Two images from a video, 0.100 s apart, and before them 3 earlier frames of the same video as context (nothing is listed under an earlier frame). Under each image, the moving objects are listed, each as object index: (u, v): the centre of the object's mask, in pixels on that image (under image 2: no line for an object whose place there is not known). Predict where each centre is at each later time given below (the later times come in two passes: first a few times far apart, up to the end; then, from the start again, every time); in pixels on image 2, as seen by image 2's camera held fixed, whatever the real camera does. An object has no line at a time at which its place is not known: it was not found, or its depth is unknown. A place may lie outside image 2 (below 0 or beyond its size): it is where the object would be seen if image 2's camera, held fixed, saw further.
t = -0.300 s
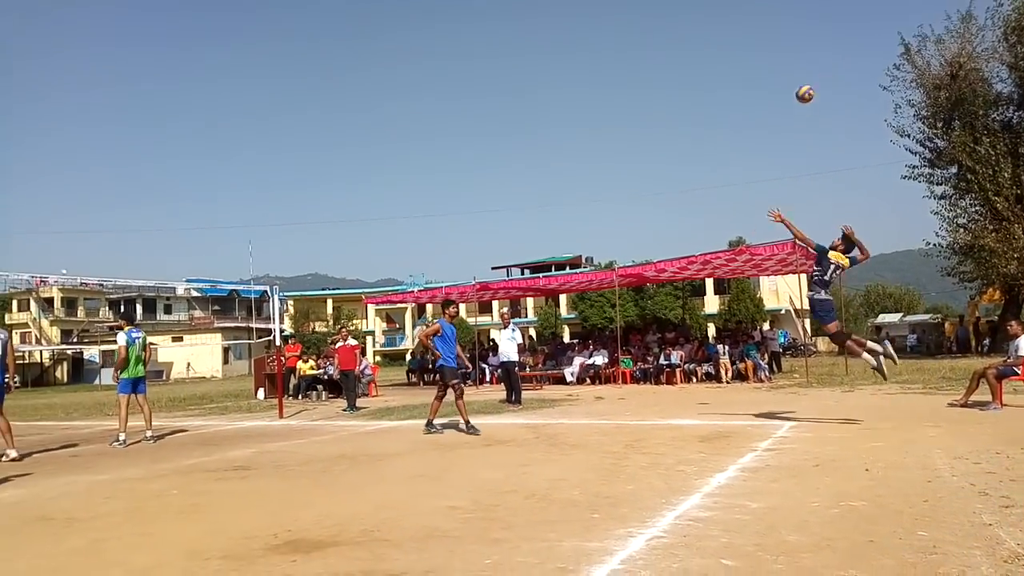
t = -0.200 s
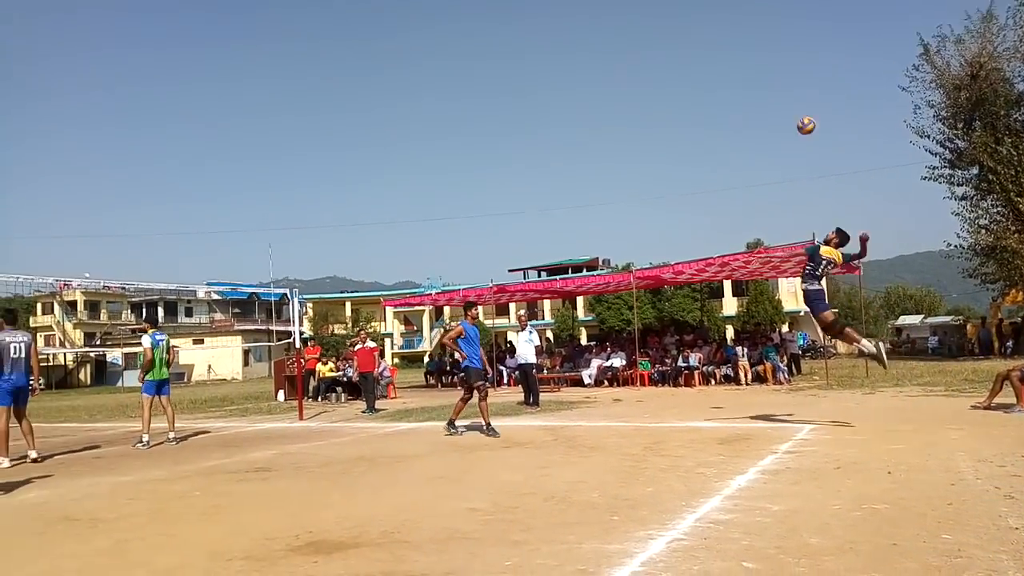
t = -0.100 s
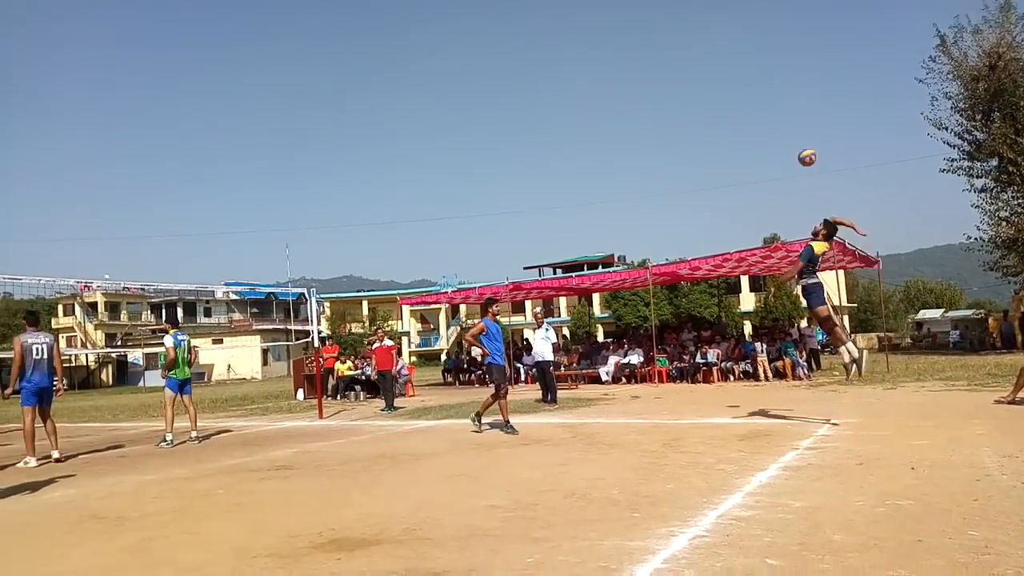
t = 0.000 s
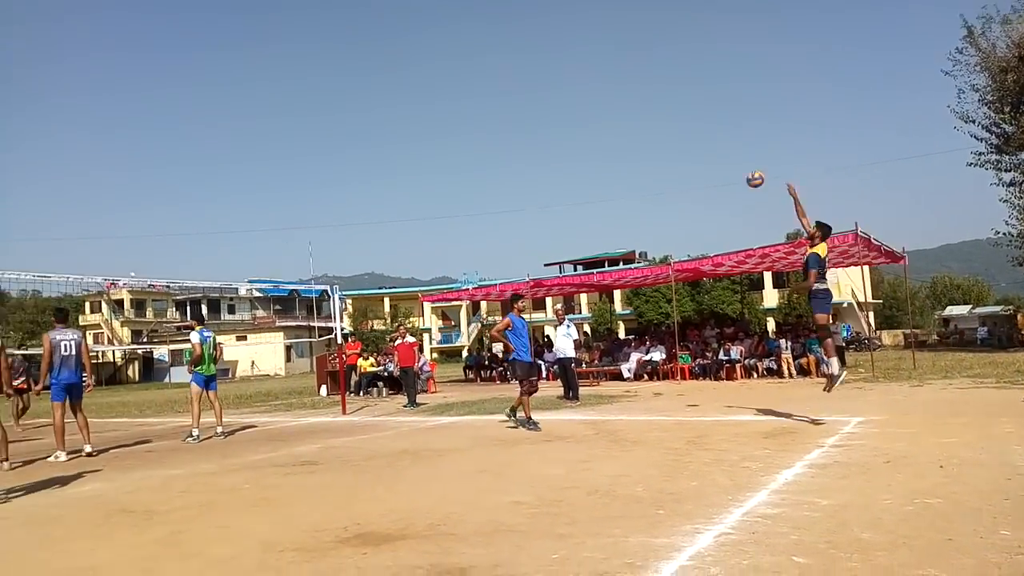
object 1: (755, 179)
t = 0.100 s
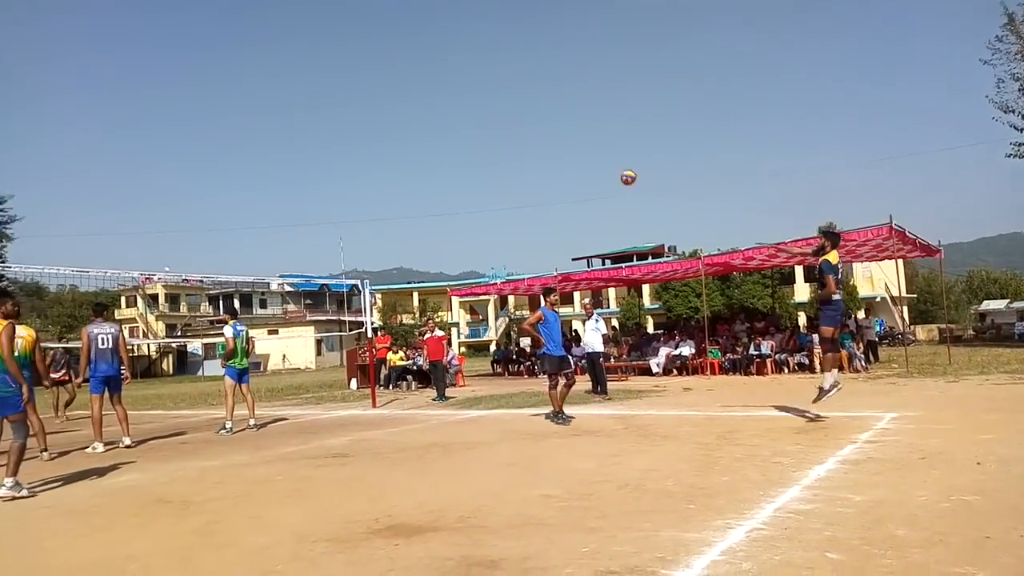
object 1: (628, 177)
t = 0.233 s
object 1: (460, 199)
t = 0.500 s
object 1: (219, 271)
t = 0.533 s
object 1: (195, 284)
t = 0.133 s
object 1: (582, 182)
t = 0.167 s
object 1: (538, 187)
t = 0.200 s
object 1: (497, 192)
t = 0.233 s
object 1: (460, 199)
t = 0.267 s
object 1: (424, 206)
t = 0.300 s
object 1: (390, 213)
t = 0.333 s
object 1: (357, 222)
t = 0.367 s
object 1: (327, 231)
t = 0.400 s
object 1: (298, 241)
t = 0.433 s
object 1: (271, 251)
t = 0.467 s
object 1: (244, 261)
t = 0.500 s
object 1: (219, 271)
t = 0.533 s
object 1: (195, 284)
